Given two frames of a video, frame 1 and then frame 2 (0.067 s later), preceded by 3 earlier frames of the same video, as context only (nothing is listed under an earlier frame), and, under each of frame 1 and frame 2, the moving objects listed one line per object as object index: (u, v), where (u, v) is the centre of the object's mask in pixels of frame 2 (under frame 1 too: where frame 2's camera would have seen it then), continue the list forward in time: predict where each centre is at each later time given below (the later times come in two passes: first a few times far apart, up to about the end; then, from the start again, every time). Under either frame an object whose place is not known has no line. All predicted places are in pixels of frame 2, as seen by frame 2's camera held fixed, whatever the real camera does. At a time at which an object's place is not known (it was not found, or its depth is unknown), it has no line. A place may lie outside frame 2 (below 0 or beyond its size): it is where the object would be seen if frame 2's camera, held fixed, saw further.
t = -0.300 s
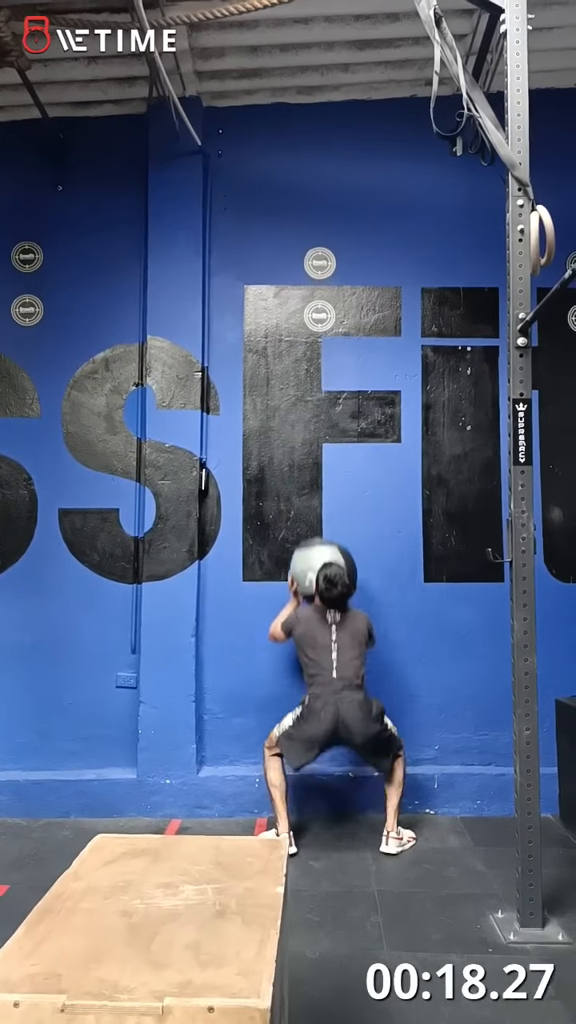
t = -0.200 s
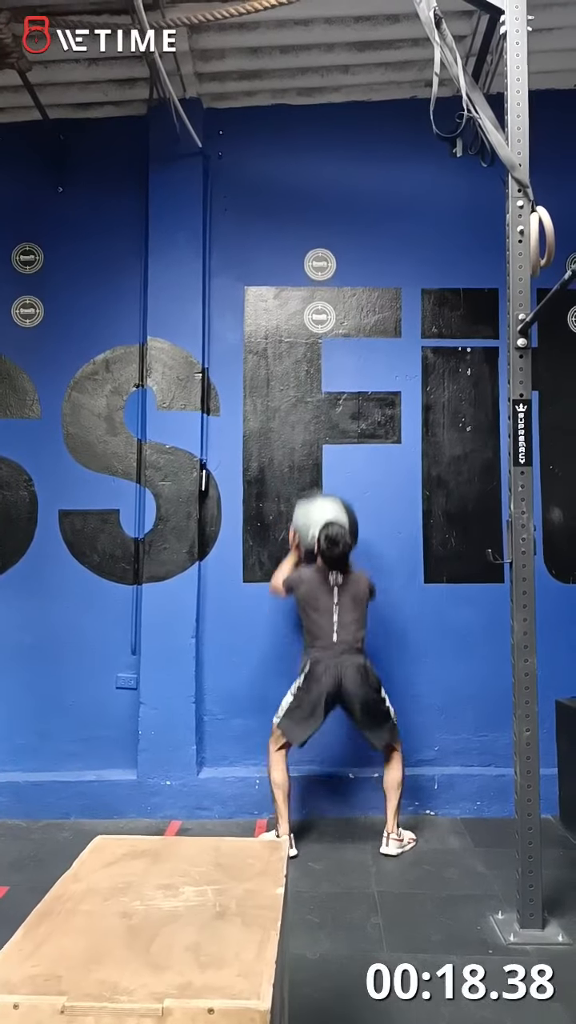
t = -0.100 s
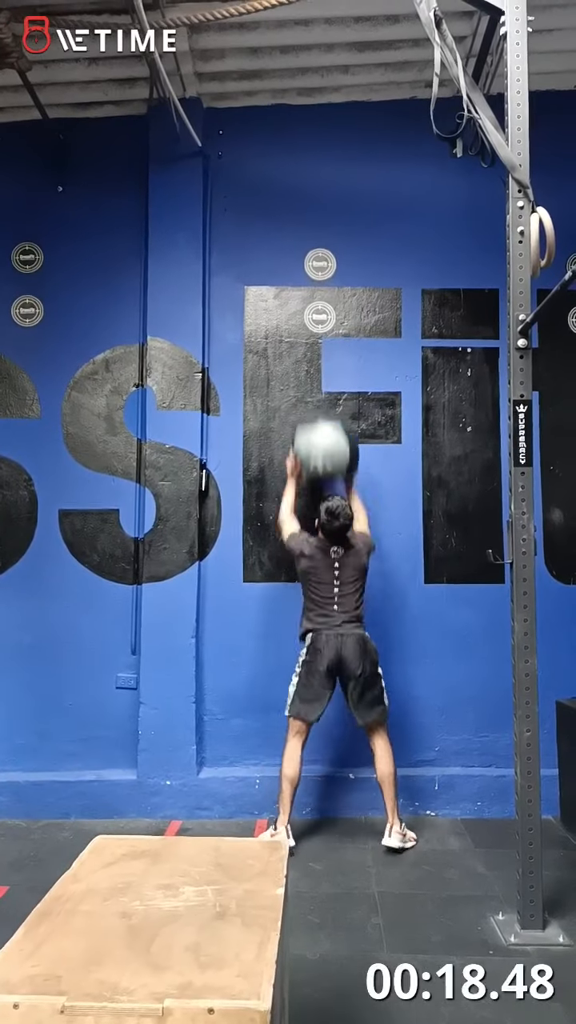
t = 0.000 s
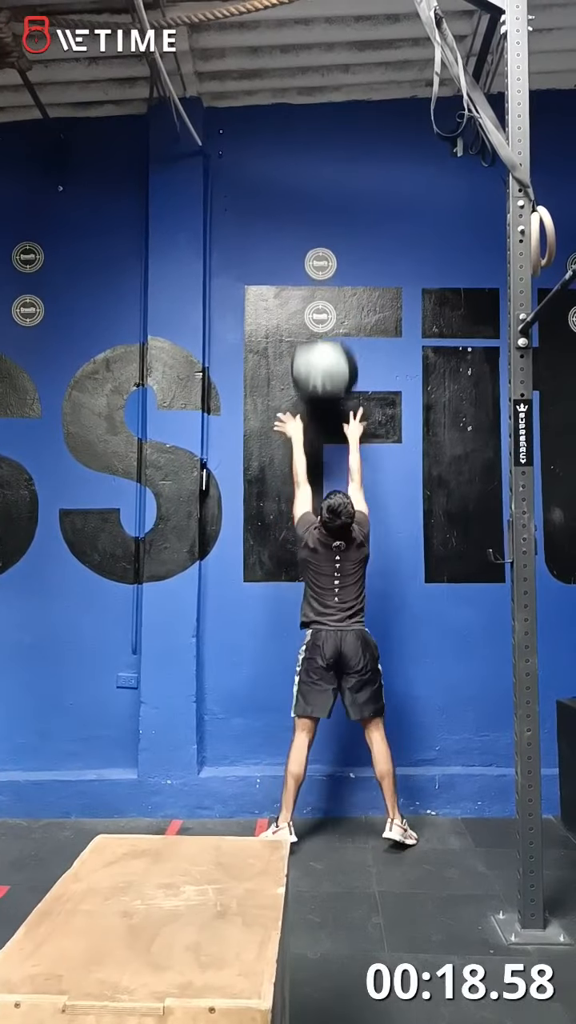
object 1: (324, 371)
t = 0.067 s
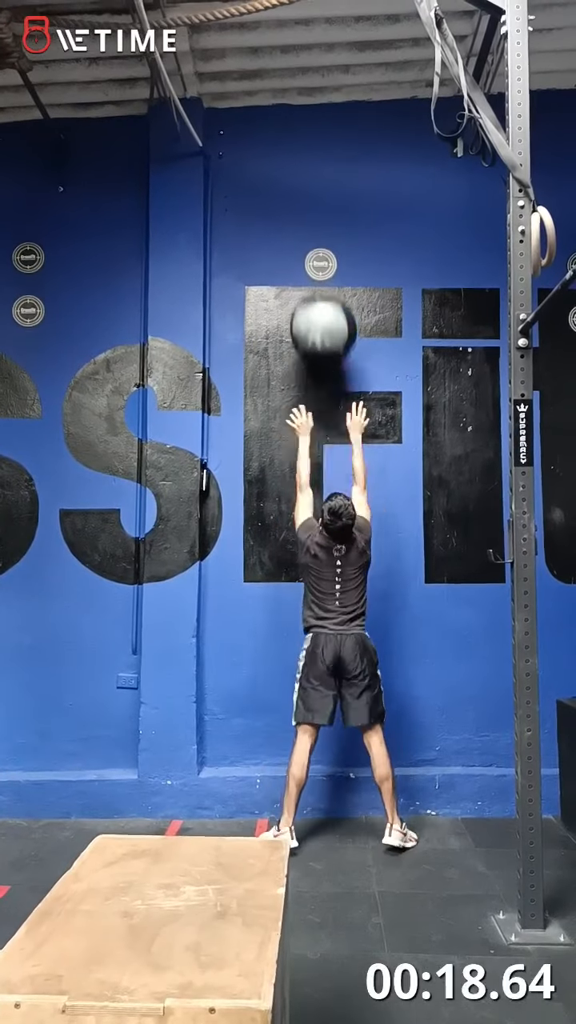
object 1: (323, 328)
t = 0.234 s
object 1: (319, 265)
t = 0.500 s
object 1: (314, 257)
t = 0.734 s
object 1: (312, 333)
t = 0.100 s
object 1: (322, 314)
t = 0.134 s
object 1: (321, 299)
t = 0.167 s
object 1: (321, 282)
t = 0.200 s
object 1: (320, 272)
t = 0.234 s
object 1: (319, 265)
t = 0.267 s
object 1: (318, 260)
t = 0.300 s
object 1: (318, 255)
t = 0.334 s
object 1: (317, 246)
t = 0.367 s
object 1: (317, 245)
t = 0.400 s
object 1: (316, 246)
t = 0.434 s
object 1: (315, 253)
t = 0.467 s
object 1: (315, 256)
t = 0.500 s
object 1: (314, 257)
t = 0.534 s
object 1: (314, 262)
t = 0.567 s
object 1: (313, 268)
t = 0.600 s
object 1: (313, 277)
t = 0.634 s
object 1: (312, 289)
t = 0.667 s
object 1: (312, 302)
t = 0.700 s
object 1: (312, 315)
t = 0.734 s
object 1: (312, 333)
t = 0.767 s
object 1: (311, 352)
